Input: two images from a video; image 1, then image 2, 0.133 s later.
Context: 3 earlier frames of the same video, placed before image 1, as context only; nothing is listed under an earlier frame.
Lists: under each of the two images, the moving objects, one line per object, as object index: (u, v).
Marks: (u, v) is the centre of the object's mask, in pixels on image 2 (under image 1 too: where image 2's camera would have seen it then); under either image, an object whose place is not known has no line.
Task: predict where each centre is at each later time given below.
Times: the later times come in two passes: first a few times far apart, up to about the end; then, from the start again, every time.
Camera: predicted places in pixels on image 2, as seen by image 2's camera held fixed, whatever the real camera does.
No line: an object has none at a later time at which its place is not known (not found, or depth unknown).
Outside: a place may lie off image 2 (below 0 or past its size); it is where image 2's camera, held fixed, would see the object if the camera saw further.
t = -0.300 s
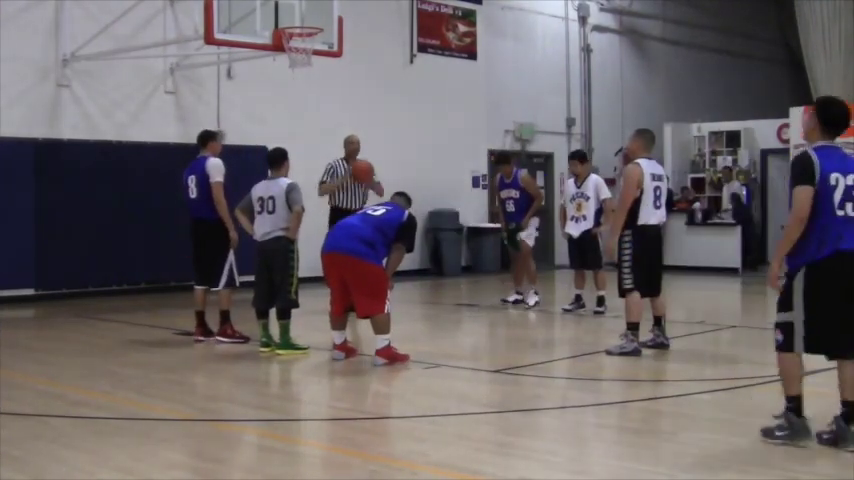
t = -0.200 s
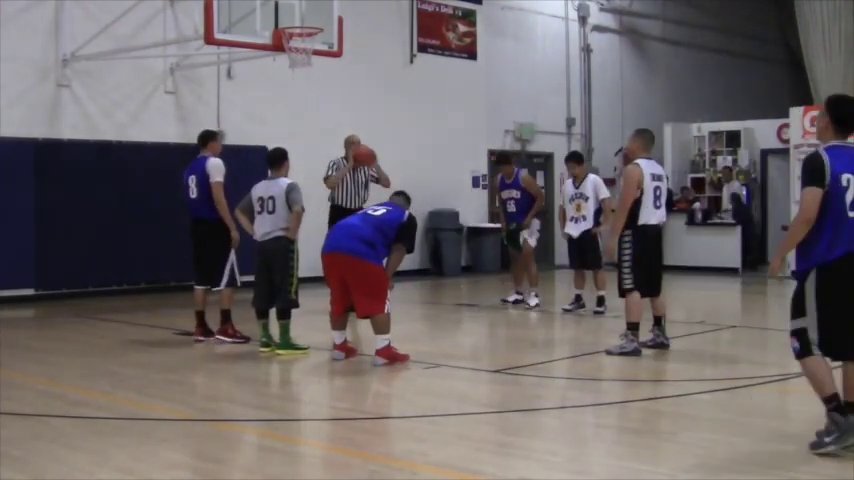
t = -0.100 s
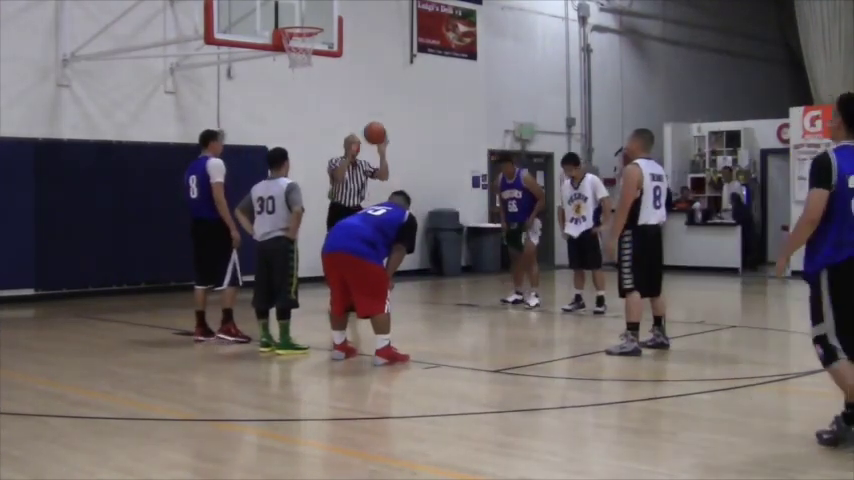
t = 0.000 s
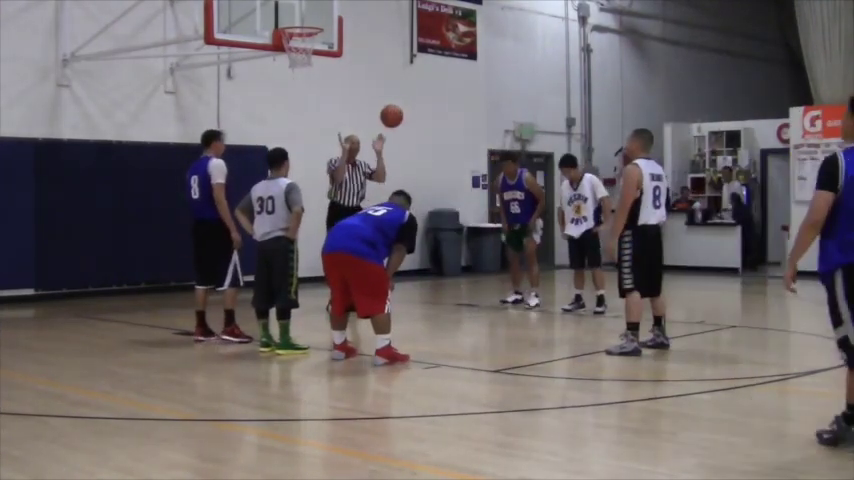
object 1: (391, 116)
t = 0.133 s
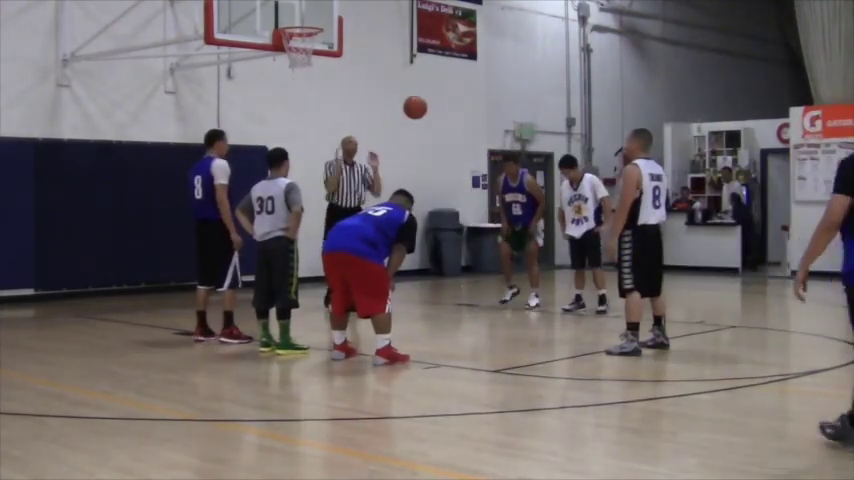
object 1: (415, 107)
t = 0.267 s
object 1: (440, 116)
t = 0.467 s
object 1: (480, 164)
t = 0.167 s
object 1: (421, 108)
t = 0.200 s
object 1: (427, 109)
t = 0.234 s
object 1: (434, 112)
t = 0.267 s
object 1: (440, 116)
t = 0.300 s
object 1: (446, 121)
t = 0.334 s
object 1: (453, 127)
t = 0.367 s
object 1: (459, 134)
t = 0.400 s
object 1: (466, 143)
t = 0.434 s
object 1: (473, 153)
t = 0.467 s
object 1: (480, 164)
